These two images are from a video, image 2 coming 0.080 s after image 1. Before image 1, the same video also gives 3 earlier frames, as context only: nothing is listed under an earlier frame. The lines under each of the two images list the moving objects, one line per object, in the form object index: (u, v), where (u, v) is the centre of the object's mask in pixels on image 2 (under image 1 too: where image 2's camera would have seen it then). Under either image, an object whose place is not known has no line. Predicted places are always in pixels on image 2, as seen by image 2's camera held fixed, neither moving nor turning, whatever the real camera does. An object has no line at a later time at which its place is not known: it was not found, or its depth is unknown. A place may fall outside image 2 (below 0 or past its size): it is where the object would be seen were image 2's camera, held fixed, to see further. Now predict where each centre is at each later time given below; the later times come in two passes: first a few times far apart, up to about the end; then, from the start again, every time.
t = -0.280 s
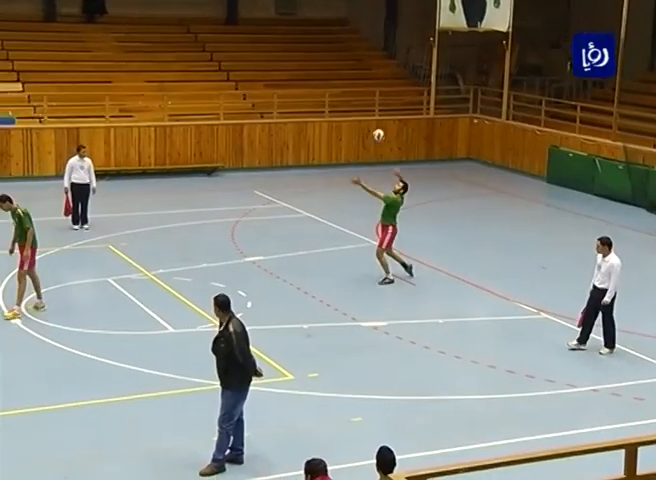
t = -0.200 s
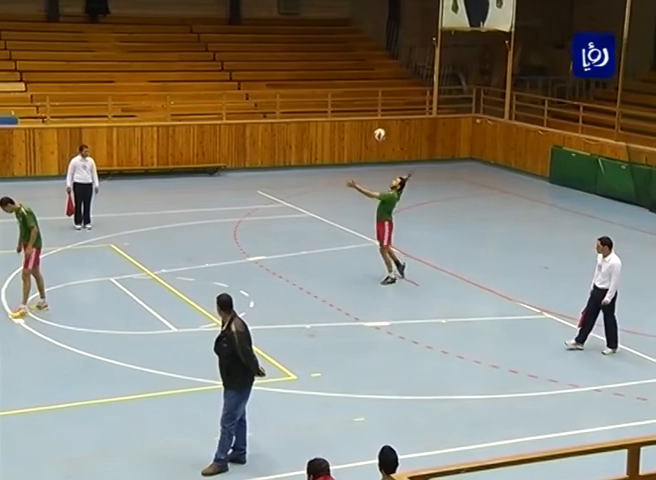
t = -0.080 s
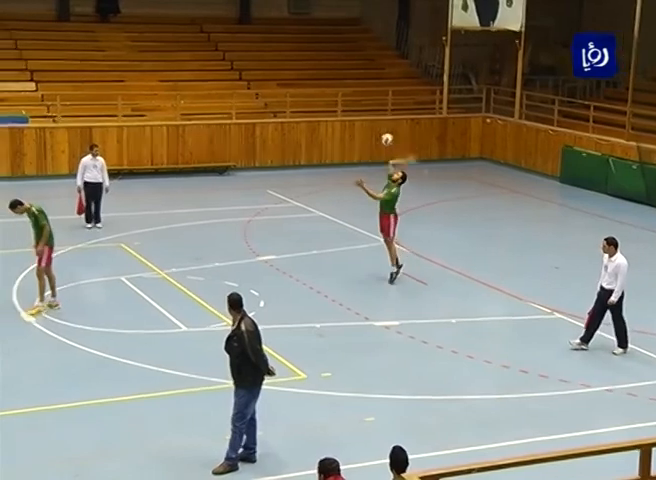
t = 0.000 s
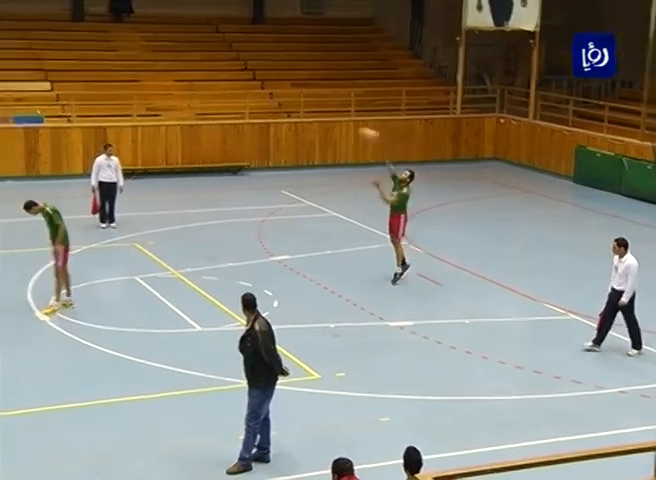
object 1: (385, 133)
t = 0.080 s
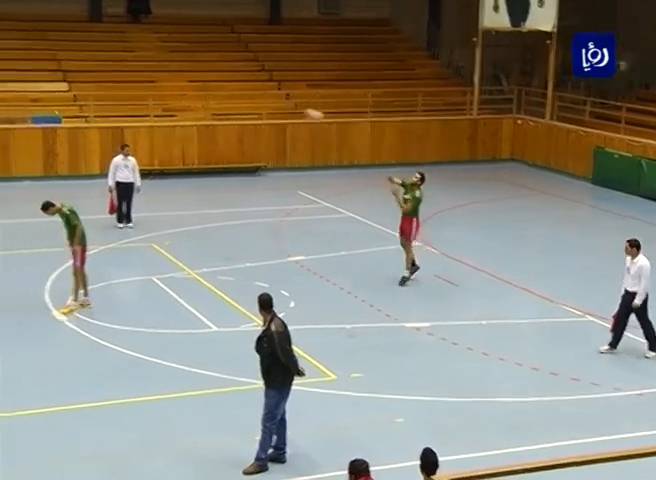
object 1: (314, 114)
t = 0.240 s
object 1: (168, 82)
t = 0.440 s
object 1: (-21, 57)
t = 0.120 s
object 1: (278, 105)
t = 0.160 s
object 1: (241, 96)
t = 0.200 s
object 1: (205, 89)
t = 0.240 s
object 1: (168, 82)
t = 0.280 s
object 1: (131, 75)
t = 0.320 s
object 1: (93, 69)
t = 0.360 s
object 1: (56, 64)
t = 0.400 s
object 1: (18, 60)
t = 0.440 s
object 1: (-21, 57)
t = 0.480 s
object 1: (-60, 55)
